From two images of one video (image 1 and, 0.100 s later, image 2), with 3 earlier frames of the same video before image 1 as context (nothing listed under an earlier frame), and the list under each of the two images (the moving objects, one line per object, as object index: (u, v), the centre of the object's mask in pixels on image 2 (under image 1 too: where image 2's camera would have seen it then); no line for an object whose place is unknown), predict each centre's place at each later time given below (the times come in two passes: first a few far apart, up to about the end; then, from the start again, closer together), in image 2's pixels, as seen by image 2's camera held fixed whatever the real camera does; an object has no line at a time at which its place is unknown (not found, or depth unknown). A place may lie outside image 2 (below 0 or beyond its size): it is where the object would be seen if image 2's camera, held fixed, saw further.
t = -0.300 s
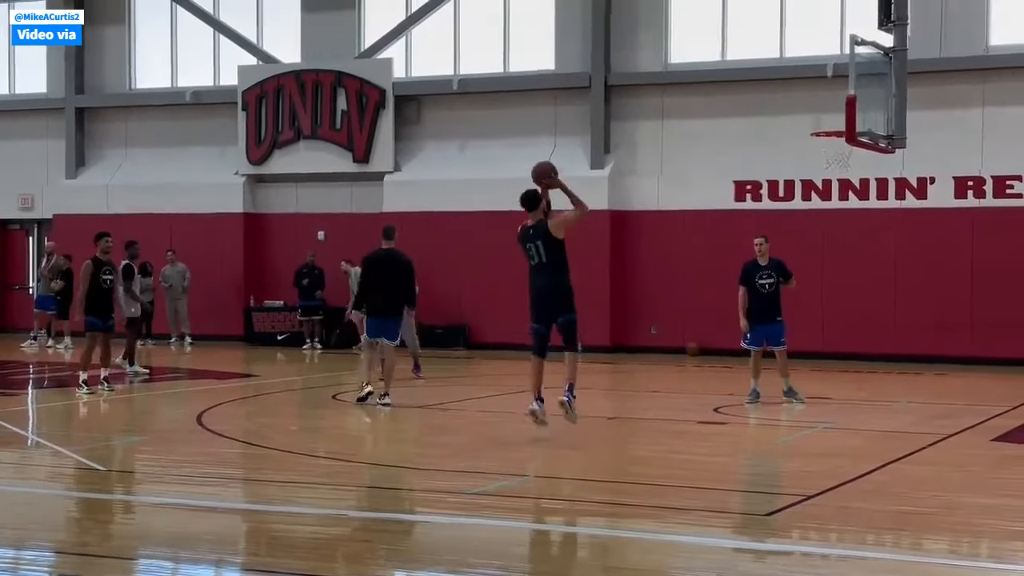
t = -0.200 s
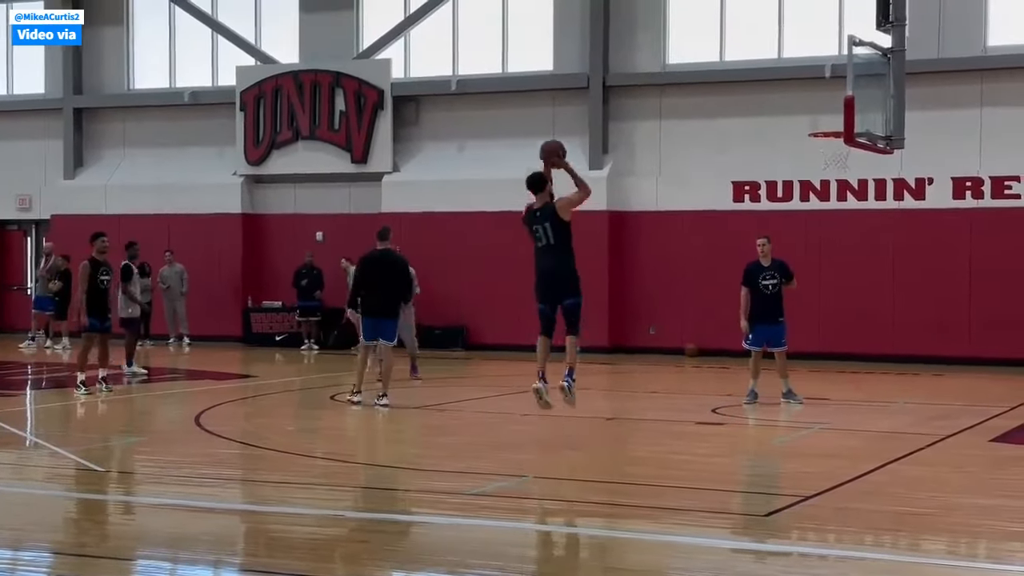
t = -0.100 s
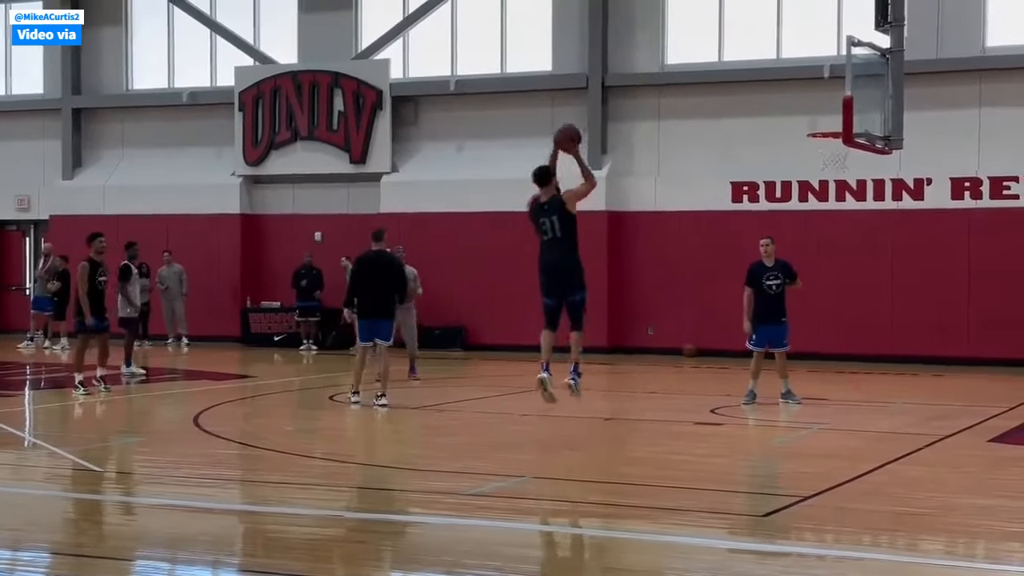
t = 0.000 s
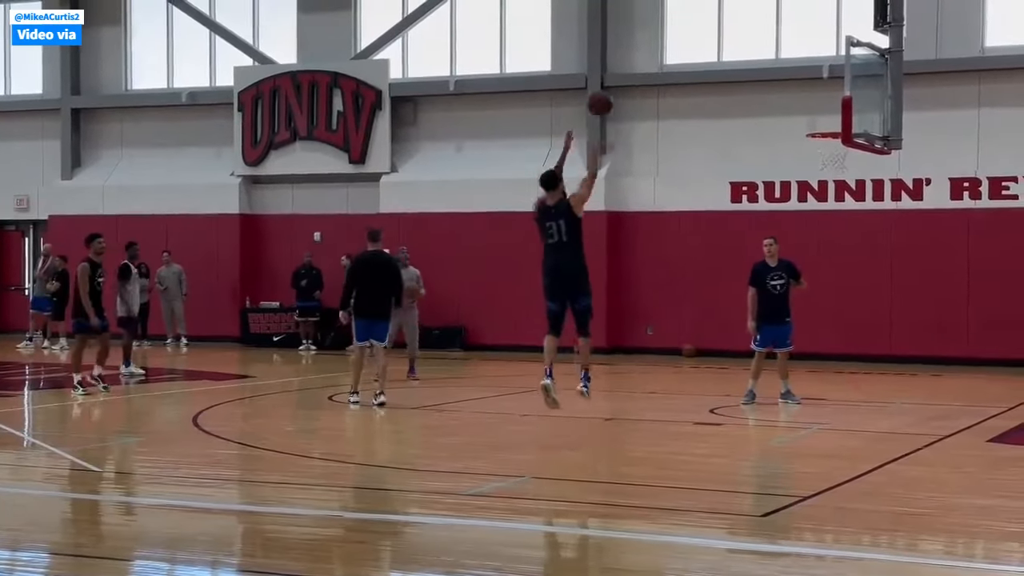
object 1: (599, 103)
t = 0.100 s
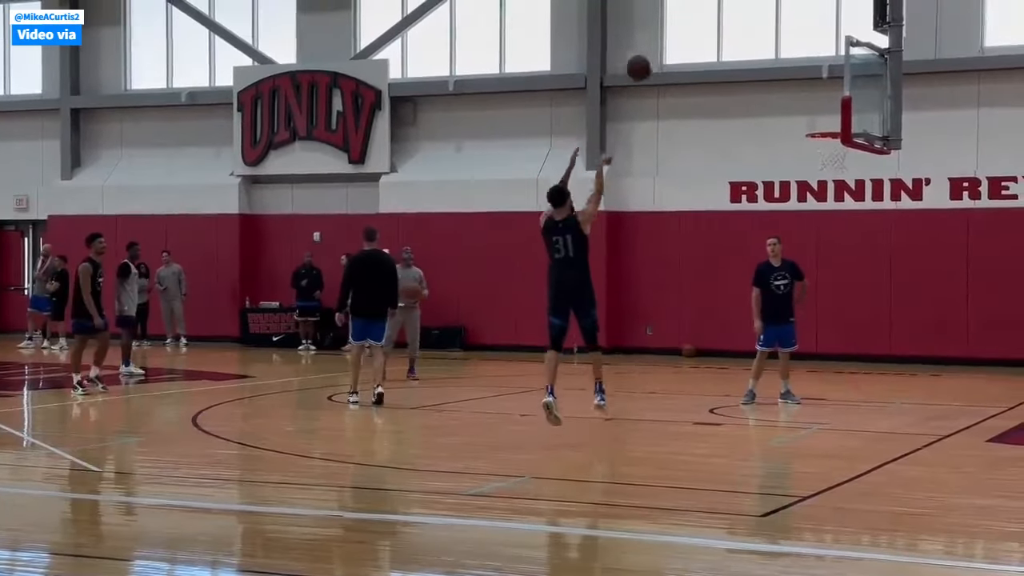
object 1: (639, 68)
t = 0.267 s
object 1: (701, 35)
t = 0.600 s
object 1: (811, 54)
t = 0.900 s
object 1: (826, 125)
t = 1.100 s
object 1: (787, 105)
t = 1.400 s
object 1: (738, 124)
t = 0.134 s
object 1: (652, 59)
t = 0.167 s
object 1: (663, 51)
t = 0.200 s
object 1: (676, 45)
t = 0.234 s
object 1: (689, 39)
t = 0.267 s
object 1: (701, 35)
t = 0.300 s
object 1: (713, 32)
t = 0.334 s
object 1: (724, 30)
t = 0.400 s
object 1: (747, 30)
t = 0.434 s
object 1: (758, 32)
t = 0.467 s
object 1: (769, 34)
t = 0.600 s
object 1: (811, 54)
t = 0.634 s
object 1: (822, 62)
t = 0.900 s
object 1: (826, 125)
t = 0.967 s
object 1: (808, 122)
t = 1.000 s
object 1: (803, 116)
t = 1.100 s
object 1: (787, 105)
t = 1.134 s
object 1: (782, 103)
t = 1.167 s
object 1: (777, 102)
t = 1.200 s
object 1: (771, 102)
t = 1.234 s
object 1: (765, 103)
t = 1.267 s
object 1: (760, 105)
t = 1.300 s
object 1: (754, 108)
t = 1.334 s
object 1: (749, 113)
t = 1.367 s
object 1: (743, 117)
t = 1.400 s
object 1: (738, 124)
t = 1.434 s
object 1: (732, 131)
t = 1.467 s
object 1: (726, 140)
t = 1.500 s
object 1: (720, 149)
